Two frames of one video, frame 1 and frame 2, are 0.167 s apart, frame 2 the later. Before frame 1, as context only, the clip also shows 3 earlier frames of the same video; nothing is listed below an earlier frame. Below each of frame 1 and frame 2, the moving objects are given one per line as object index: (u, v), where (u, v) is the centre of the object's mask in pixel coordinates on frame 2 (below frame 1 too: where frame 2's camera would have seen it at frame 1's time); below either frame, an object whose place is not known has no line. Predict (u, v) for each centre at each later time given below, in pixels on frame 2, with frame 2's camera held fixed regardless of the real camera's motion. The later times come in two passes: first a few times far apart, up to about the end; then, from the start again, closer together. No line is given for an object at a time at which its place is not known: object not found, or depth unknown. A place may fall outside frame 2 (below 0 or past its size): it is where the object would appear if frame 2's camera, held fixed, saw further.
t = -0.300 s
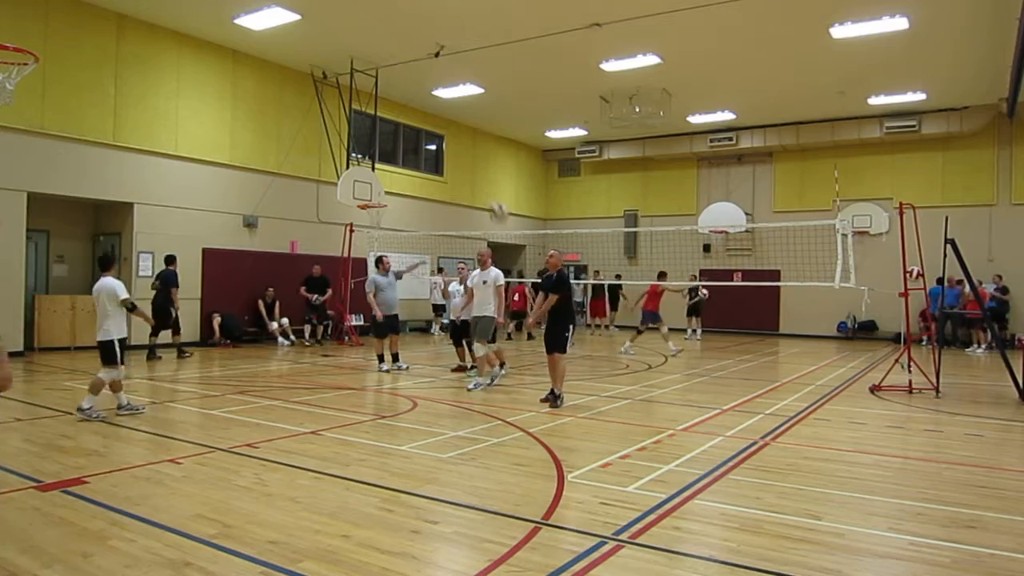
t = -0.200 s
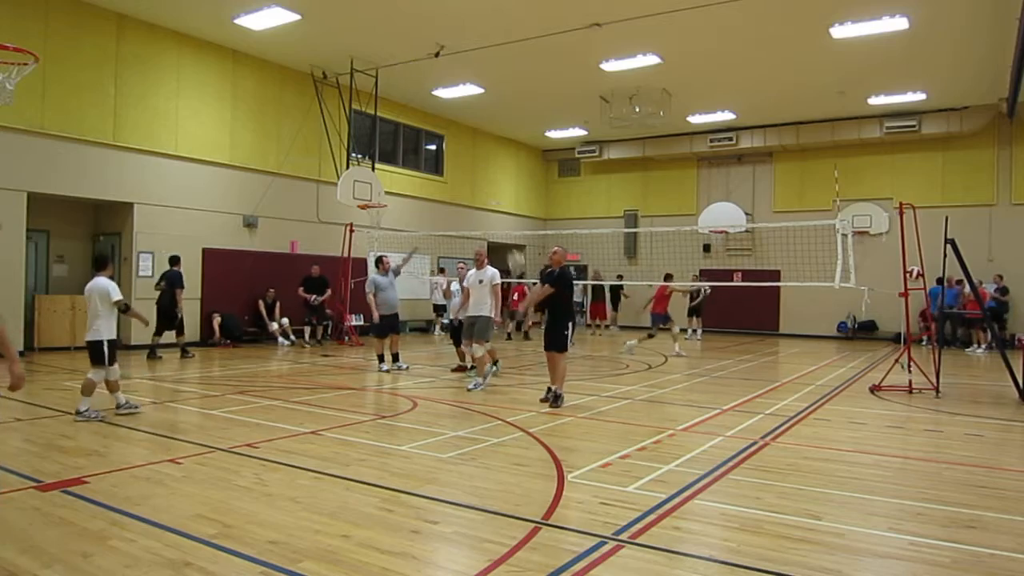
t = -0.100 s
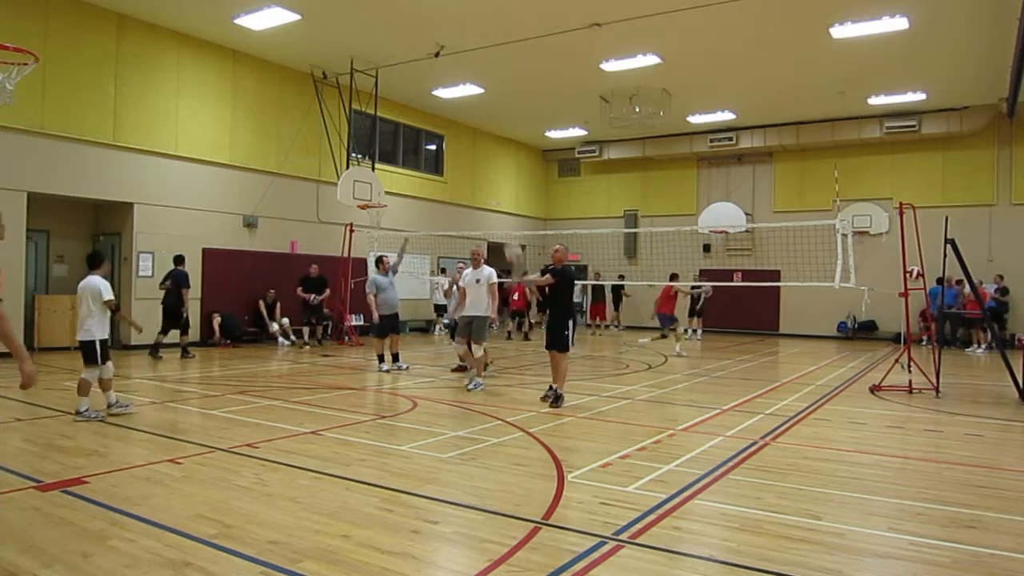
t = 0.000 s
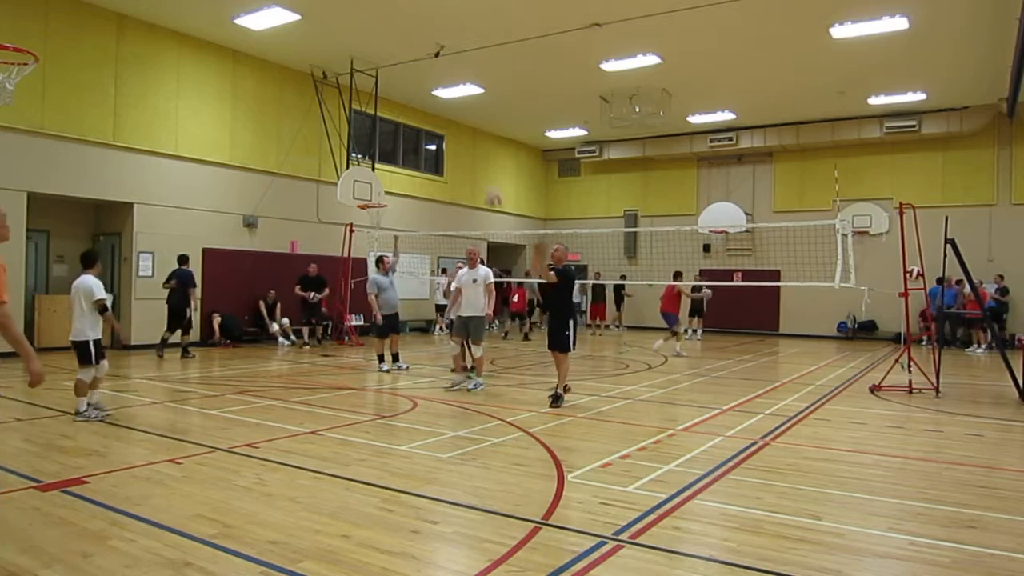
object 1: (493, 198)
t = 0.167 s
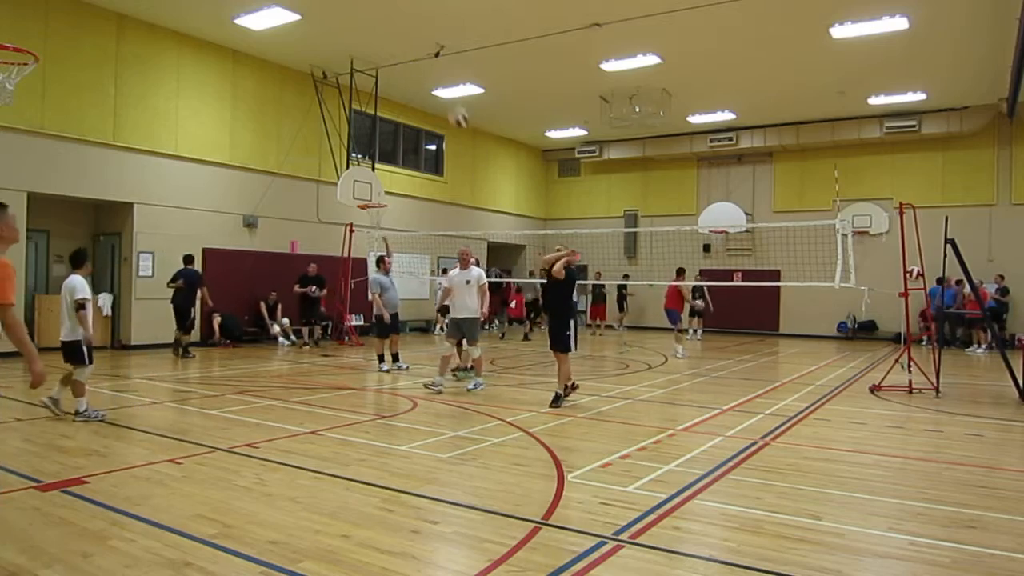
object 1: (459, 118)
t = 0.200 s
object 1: (453, 107)
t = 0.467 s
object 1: (382, 21)
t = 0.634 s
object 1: (333, 8)
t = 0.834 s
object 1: (257, 30)
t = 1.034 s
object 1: (168, 114)
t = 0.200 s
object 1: (453, 107)
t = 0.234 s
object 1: (444, 91)
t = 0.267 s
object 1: (437, 78)
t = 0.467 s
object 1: (382, 21)
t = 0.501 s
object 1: (372, 15)
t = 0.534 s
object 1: (363, 11)
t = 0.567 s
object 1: (353, 9)
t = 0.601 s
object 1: (343, 8)
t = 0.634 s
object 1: (333, 8)
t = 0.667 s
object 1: (322, 8)
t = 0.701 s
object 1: (310, 9)
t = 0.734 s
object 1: (297, 10)
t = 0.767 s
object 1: (285, 13)
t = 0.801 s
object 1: (271, 20)
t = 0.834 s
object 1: (257, 30)
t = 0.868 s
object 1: (243, 39)
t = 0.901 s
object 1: (230, 48)
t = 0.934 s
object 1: (216, 60)
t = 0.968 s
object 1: (200, 77)
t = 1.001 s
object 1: (185, 94)
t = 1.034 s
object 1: (168, 114)
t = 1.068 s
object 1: (152, 137)
